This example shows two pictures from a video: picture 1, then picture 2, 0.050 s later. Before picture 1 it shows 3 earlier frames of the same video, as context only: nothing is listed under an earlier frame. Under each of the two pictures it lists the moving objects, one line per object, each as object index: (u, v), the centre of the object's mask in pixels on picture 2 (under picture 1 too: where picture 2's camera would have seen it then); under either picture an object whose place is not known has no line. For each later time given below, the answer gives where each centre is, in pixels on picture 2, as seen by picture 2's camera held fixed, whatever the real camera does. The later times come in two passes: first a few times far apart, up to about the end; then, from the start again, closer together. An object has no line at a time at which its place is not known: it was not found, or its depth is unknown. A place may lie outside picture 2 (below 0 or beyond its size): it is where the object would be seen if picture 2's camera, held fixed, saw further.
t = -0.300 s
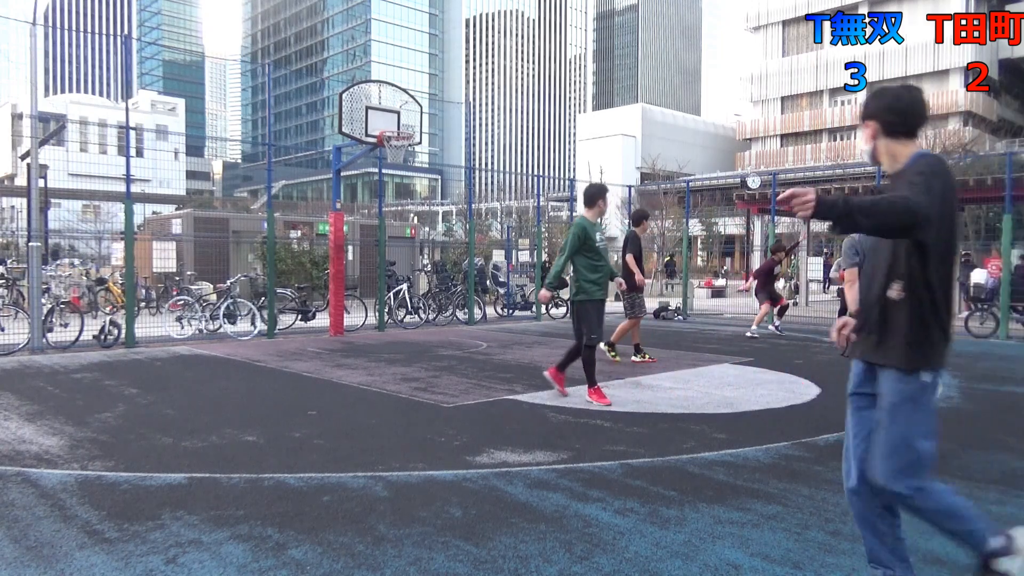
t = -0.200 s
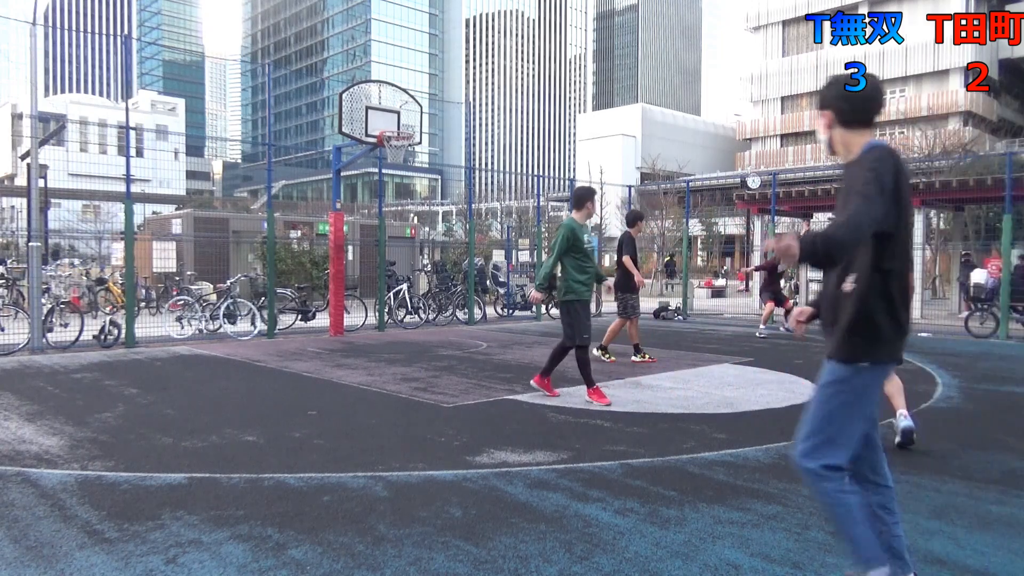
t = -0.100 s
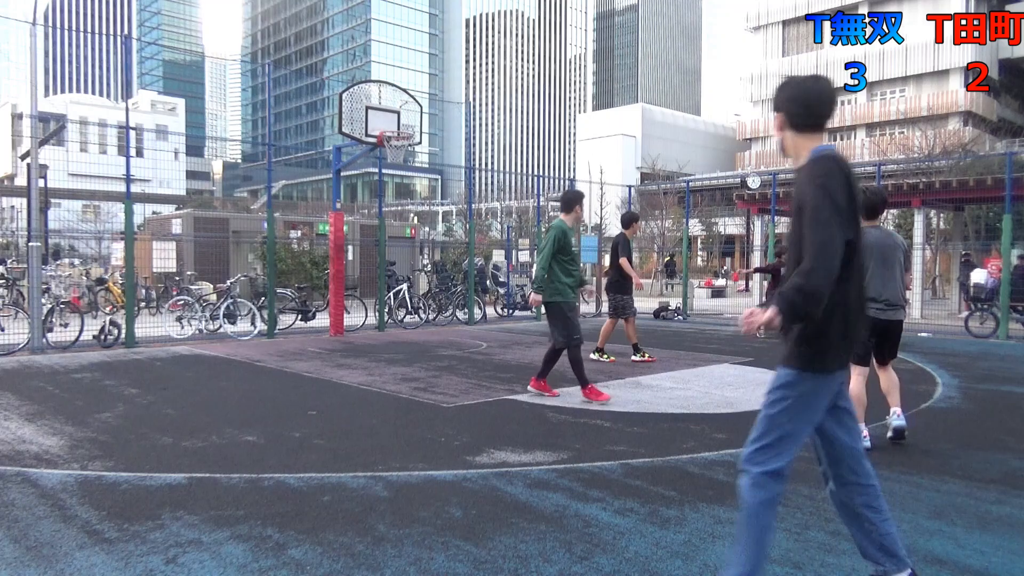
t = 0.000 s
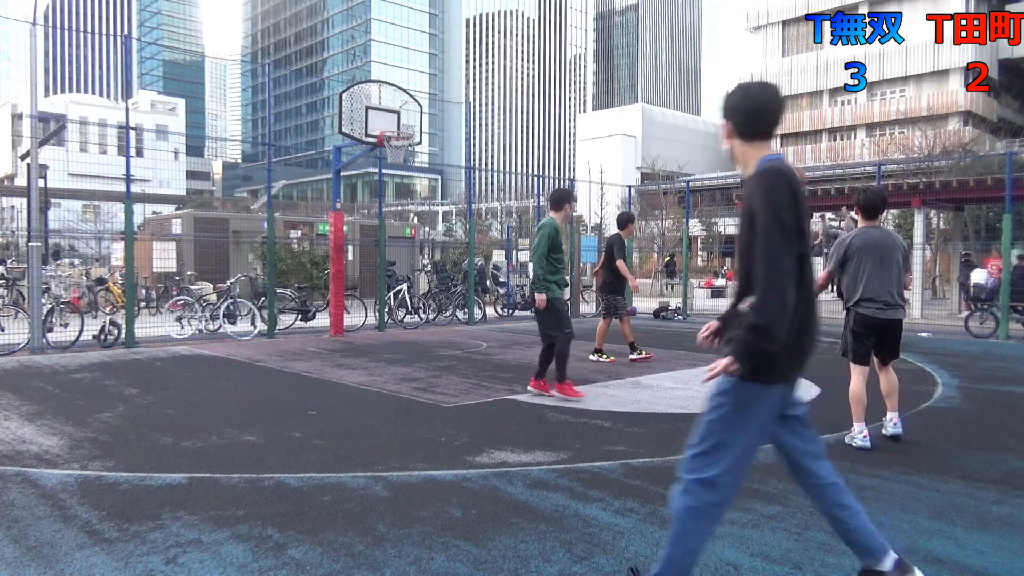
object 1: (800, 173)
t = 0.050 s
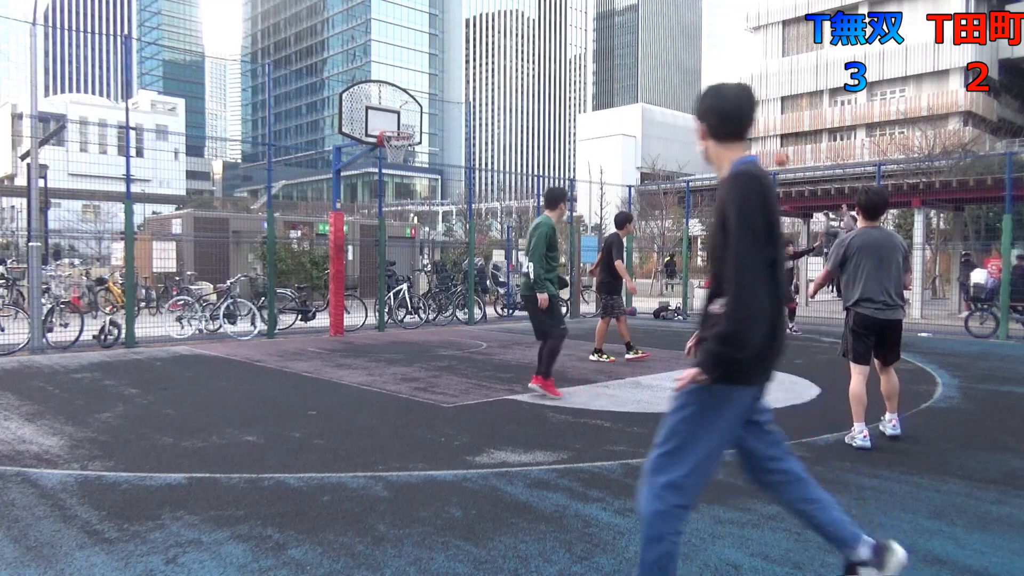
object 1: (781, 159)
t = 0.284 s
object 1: (702, 89)
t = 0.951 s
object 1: (460, 69)
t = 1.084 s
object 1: (410, 101)
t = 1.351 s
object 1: (324, 97)
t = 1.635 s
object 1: (236, 108)
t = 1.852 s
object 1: (166, 160)
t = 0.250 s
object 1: (714, 97)
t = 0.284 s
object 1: (702, 89)
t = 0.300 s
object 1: (697, 85)
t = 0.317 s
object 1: (691, 81)
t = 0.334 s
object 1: (685, 77)
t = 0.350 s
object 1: (680, 74)
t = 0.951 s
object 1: (460, 69)
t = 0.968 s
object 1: (454, 72)
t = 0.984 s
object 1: (448, 76)
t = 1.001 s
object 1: (443, 78)
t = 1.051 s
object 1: (424, 92)
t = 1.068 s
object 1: (417, 96)
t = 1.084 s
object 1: (410, 101)
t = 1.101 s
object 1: (404, 106)
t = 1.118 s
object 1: (398, 112)
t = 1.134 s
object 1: (391, 116)
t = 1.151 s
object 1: (384, 123)
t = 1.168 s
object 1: (380, 123)
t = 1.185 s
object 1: (375, 120)
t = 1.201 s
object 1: (370, 117)
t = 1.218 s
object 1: (365, 114)
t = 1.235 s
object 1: (360, 111)
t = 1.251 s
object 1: (356, 109)
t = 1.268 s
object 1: (350, 107)
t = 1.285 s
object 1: (345, 105)
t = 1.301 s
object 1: (340, 102)
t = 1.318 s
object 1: (335, 101)
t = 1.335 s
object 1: (330, 99)
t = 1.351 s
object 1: (324, 97)
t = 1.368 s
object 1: (320, 96)
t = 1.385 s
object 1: (315, 95)
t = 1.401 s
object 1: (308, 95)
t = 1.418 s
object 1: (305, 95)
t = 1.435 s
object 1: (300, 95)
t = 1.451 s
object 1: (294, 94)
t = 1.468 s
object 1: (289, 95)
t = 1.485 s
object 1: (284, 95)
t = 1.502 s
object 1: (279, 95)
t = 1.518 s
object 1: (274, 96)
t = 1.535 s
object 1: (268, 97)
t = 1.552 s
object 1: (263, 98)
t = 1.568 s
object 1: (258, 100)
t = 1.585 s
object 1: (252, 102)
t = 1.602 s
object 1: (247, 103)
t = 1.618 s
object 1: (242, 106)
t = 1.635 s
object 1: (236, 108)
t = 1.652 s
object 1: (230, 110)
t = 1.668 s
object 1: (224, 113)
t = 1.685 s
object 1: (219, 116)
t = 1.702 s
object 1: (213, 119)
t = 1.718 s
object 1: (207, 123)
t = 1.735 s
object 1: (202, 126)
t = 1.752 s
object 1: (196, 129)
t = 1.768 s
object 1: (192, 134)
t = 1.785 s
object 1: (187, 139)
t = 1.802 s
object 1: (181, 144)
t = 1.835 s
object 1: (171, 154)
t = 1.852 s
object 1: (166, 160)
